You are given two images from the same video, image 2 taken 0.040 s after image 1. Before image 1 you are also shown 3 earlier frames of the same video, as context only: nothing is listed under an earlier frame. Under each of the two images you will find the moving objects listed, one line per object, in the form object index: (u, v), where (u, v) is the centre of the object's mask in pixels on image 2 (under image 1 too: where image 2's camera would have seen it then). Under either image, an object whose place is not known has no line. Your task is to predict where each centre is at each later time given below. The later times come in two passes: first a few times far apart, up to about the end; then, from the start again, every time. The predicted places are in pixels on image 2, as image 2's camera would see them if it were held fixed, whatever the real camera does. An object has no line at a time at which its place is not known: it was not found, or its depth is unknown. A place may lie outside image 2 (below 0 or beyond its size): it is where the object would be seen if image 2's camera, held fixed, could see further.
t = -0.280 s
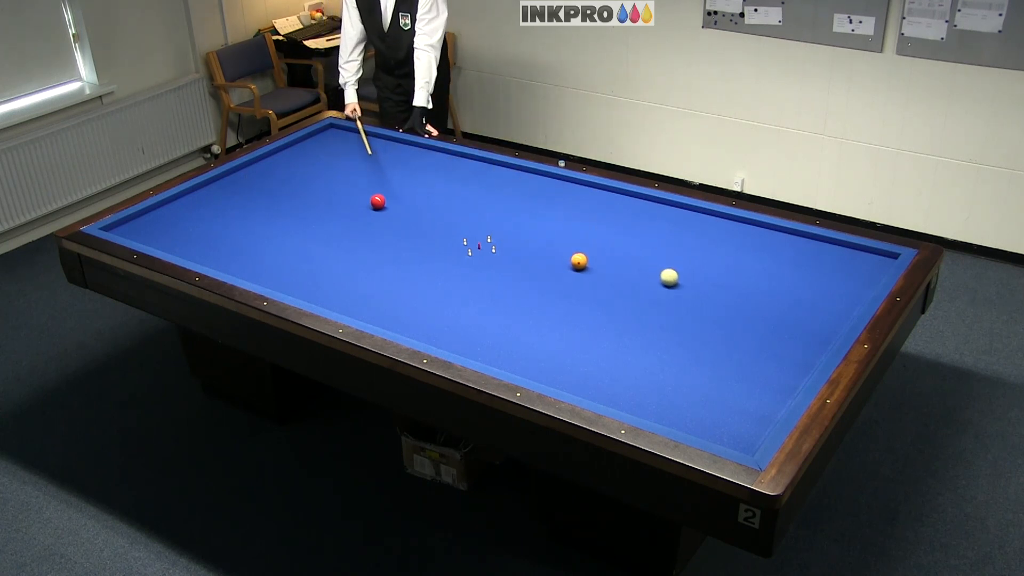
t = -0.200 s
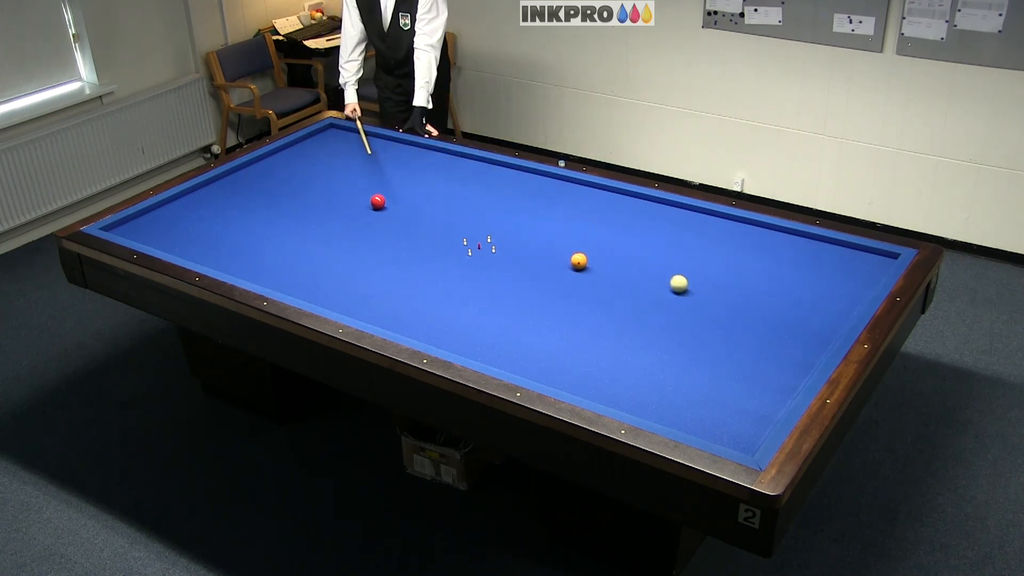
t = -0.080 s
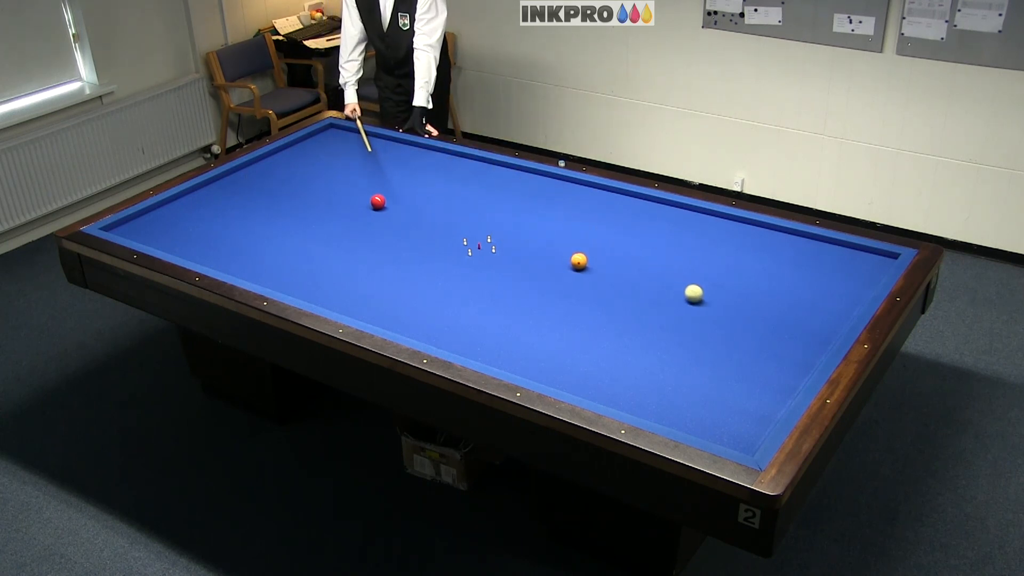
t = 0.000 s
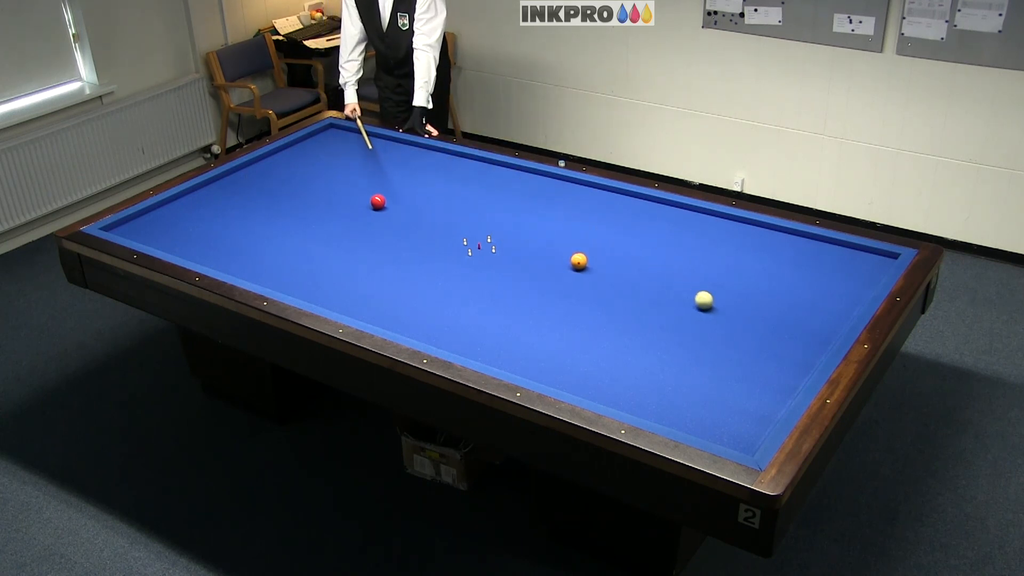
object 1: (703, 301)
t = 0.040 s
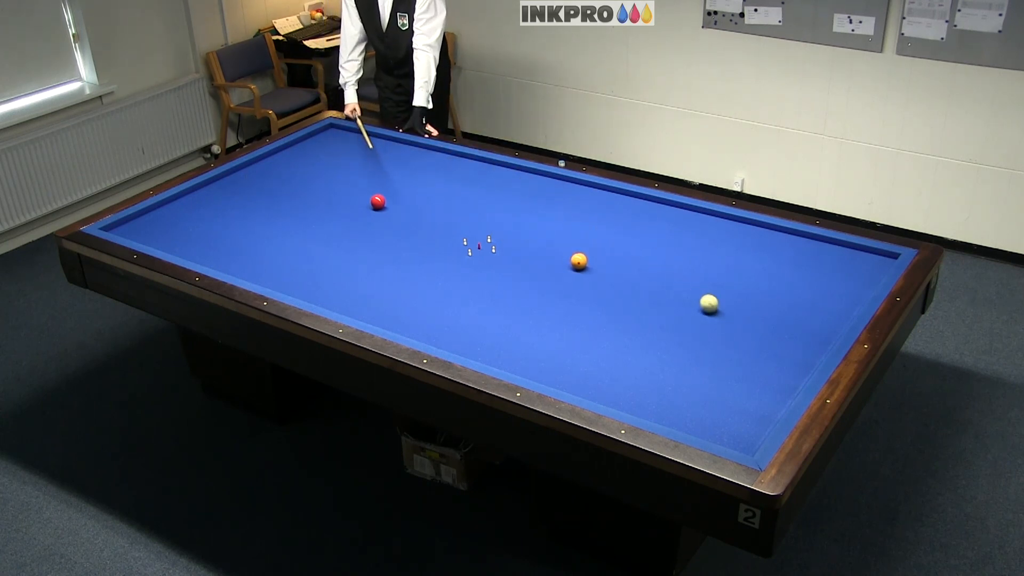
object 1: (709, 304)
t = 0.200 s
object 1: (730, 318)
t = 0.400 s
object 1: (757, 336)
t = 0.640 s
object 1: (790, 358)
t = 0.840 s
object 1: (795, 372)
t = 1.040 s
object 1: (768, 375)
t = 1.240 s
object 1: (740, 379)
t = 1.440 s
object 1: (713, 382)
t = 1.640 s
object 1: (686, 386)
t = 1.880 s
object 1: (655, 389)
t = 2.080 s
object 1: (629, 392)
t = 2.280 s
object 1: (604, 393)
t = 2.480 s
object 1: (584, 391)
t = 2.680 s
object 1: (575, 384)
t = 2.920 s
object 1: (566, 374)
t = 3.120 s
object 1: (559, 367)
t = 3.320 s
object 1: (552, 360)
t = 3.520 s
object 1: (546, 353)
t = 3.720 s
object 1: (540, 347)
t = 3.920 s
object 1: (534, 341)
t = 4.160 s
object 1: (528, 334)
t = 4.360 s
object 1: (523, 329)
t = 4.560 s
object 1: (518, 324)
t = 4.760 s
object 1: (514, 320)
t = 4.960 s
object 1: (510, 316)
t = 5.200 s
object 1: (506, 311)
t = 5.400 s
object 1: (503, 308)
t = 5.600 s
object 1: (500, 304)
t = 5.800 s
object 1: (497, 301)
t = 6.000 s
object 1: (495, 299)
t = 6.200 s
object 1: (493, 297)
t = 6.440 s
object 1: (490, 294)
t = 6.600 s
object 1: (489, 293)
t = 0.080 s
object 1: (714, 308)
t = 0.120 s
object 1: (719, 311)
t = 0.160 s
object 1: (724, 315)
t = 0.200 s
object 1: (730, 318)
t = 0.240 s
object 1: (735, 322)
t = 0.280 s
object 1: (740, 325)
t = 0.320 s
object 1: (746, 329)
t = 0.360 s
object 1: (751, 332)
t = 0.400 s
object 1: (757, 336)
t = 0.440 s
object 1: (762, 340)
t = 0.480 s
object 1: (768, 344)
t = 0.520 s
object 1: (773, 347)
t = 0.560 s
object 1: (779, 351)
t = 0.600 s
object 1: (785, 355)
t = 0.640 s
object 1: (790, 358)
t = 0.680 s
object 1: (796, 362)
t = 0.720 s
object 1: (802, 367)
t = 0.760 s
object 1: (806, 369)
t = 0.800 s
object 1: (801, 371)
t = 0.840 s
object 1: (795, 372)
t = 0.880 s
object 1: (790, 372)
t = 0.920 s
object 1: (784, 372)
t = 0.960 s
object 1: (779, 374)
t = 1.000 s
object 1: (773, 375)
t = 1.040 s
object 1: (768, 375)
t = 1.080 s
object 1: (762, 376)
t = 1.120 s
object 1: (757, 376)
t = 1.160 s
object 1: (751, 377)
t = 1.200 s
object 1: (746, 377)
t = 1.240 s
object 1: (740, 379)
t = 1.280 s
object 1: (735, 379)
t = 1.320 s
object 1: (729, 380)
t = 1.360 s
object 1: (724, 381)
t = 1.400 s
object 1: (718, 381)
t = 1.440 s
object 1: (713, 382)
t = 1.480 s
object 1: (708, 382)
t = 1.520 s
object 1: (702, 383)
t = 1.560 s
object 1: (697, 384)
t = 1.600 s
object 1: (692, 385)
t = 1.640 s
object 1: (686, 386)
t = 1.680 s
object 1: (681, 386)
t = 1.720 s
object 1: (676, 387)
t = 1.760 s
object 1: (671, 387)
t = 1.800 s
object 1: (665, 388)
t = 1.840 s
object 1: (660, 389)
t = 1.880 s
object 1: (655, 389)
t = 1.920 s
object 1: (650, 390)
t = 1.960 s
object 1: (645, 391)
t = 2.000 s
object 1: (639, 391)
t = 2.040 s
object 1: (634, 392)
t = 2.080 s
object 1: (629, 392)
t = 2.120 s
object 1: (624, 393)
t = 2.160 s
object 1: (619, 392)
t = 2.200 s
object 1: (614, 394)
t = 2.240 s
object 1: (609, 393)
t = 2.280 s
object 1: (604, 393)
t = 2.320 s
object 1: (599, 393)
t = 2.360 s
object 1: (595, 393)
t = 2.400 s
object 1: (590, 393)
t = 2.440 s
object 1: (586, 392)
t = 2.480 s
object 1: (584, 391)
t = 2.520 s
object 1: (582, 390)
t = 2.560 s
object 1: (581, 389)
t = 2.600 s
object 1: (579, 387)
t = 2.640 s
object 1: (577, 386)
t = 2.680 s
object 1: (575, 384)
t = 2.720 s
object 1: (574, 383)
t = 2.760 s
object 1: (572, 381)
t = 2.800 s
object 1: (571, 379)
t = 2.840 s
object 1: (569, 378)
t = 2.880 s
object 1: (568, 376)
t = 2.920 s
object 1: (566, 374)
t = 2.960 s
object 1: (565, 373)
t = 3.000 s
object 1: (563, 371)
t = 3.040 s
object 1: (562, 370)
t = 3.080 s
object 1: (561, 368)
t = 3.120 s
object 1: (559, 367)
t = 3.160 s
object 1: (558, 366)
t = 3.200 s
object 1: (556, 364)
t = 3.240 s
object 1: (555, 363)
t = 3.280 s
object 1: (554, 361)
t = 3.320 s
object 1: (552, 360)
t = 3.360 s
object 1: (551, 358)
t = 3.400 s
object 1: (550, 357)
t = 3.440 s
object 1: (548, 356)
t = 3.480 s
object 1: (547, 354)
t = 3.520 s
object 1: (546, 353)
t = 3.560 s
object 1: (545, 352)
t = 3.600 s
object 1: (543, 350)
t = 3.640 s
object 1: (542, 349)
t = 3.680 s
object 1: (541, 348)
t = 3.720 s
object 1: (540, 347)
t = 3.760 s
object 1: (538, 345)
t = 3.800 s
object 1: (537, 344)
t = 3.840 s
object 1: (536, 343)
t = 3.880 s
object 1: (535, 342)
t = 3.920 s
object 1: (534, 341)
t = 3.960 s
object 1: (533, 340)
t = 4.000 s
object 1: (532, 339)
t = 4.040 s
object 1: (531, 338)
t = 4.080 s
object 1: (530, 336)
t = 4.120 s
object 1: (529, 335)
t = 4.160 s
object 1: (528, 334)
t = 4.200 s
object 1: (527, 333)
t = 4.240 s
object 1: (526, 332)
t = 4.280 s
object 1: (525, 331)
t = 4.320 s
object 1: (524, 330)
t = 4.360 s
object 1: (523, 329)
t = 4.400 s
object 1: (522, 328)
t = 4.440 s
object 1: (521, 327)
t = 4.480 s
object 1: (520, 326)
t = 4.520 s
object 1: (519, 325)
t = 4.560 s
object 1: (518, 324)
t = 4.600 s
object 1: (517, 324)
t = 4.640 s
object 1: (516, 323)
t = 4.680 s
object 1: (516, 322)
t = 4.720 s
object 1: (515, 321)
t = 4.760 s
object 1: (514, 320)
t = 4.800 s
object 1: (513, 319)
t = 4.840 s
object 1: (512, 318)
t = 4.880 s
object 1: (511, 317)
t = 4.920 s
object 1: (511, 317)
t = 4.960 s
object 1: (510, 316)
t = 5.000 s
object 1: (509, 315)
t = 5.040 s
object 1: (509, 314)
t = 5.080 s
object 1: (508, 313)
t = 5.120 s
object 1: (507, 313)
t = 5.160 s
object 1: (507, 312)
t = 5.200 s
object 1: (506, 311)
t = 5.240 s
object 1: (505, 310)
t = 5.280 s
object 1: (504, 310)
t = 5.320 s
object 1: (504, 309)
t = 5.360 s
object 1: (503, 308)
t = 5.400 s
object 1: (503, 308)
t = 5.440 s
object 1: (502, 307)
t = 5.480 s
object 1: (501, 306)
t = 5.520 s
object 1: (501, 306)
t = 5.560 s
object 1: (500, 305)
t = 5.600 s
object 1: (500, 304)
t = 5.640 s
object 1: (499, 304)
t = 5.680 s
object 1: (499, 303)
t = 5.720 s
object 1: (498, 303)
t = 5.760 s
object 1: (498, 302)
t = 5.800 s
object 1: (497, 301)
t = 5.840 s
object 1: (497, 301)
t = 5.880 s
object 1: (496, 300)
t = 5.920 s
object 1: (496, 300)
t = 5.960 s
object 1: (495, 299)
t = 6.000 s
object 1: (495, 299)
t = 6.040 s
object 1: (494, 298)
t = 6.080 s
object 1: (494, 298)
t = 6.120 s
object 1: (494, 297)
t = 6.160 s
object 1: (493, 297)
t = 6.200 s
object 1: (493, 297)
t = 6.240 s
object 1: (492, 296)
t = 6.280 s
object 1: (492, 295)
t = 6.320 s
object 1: (491, 295)
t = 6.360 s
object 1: (491, 295)
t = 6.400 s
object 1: (491, 294)
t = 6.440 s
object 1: (490, 294)
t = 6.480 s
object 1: (490, 294)
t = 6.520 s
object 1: (490, 293)
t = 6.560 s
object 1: (489, 293)
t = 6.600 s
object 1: (489, 293)
